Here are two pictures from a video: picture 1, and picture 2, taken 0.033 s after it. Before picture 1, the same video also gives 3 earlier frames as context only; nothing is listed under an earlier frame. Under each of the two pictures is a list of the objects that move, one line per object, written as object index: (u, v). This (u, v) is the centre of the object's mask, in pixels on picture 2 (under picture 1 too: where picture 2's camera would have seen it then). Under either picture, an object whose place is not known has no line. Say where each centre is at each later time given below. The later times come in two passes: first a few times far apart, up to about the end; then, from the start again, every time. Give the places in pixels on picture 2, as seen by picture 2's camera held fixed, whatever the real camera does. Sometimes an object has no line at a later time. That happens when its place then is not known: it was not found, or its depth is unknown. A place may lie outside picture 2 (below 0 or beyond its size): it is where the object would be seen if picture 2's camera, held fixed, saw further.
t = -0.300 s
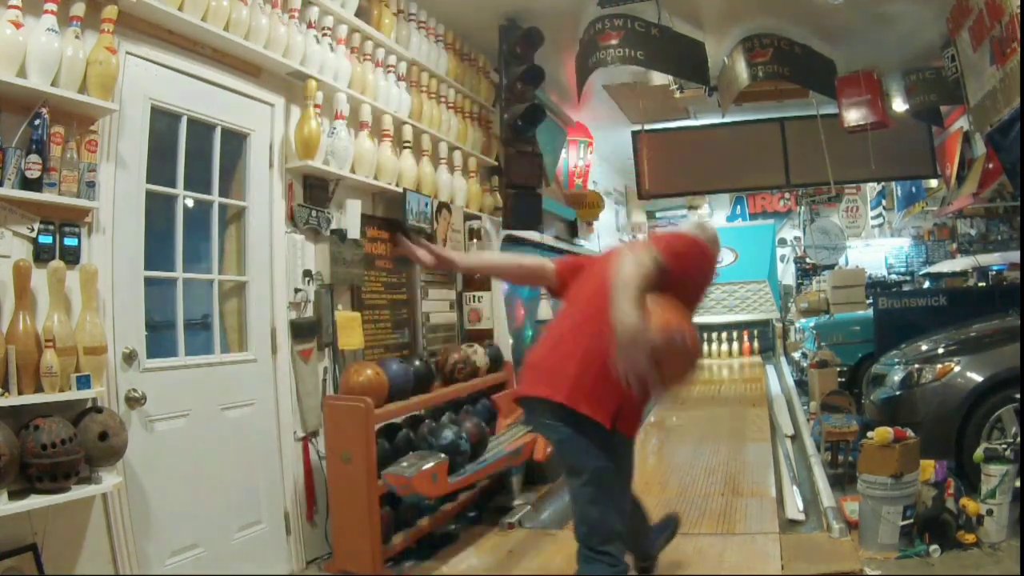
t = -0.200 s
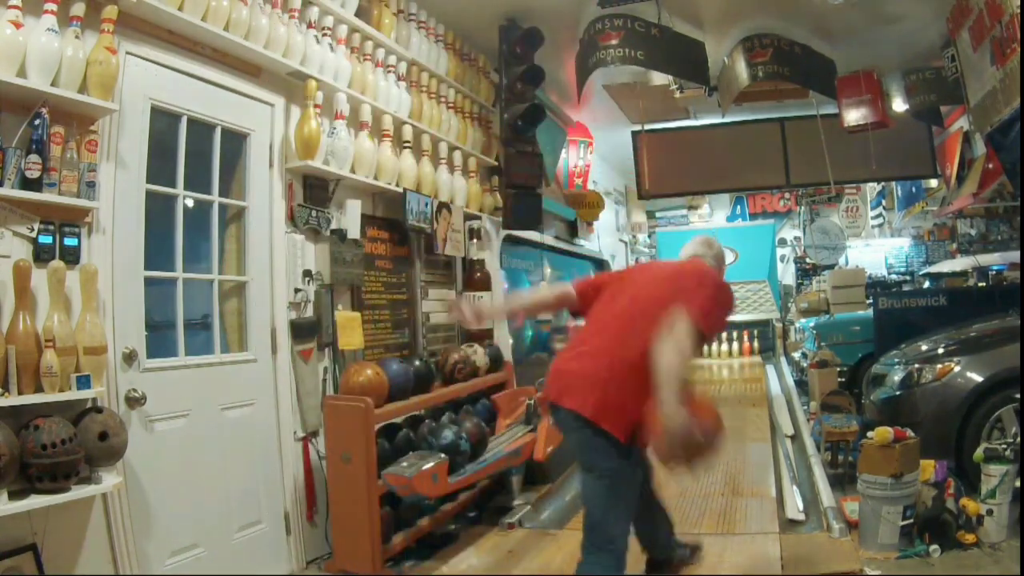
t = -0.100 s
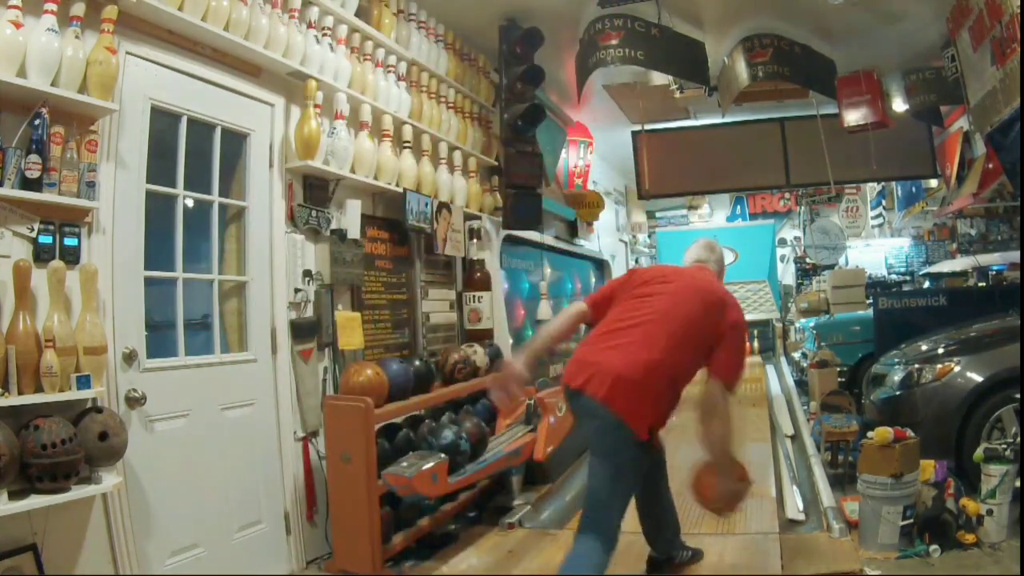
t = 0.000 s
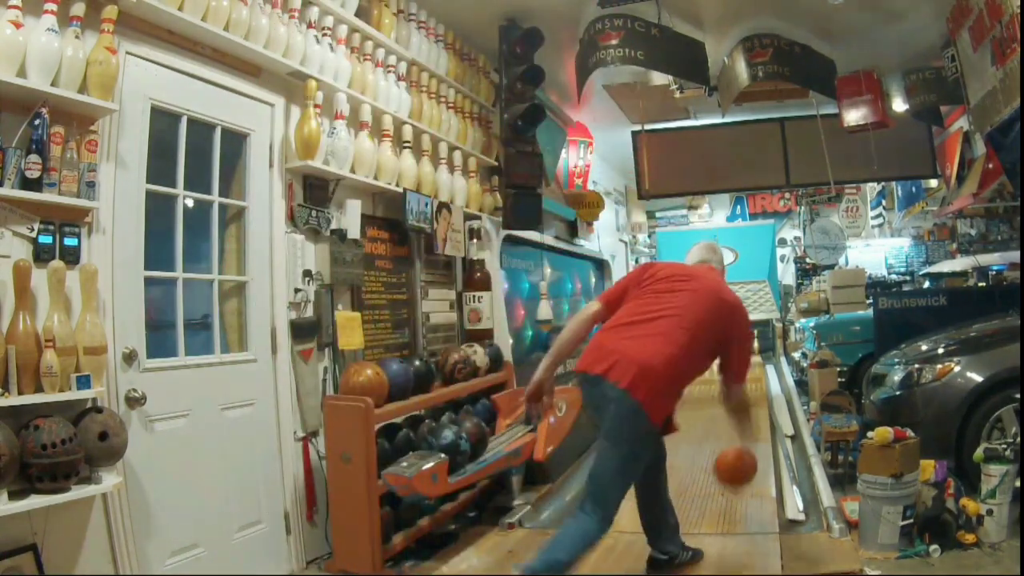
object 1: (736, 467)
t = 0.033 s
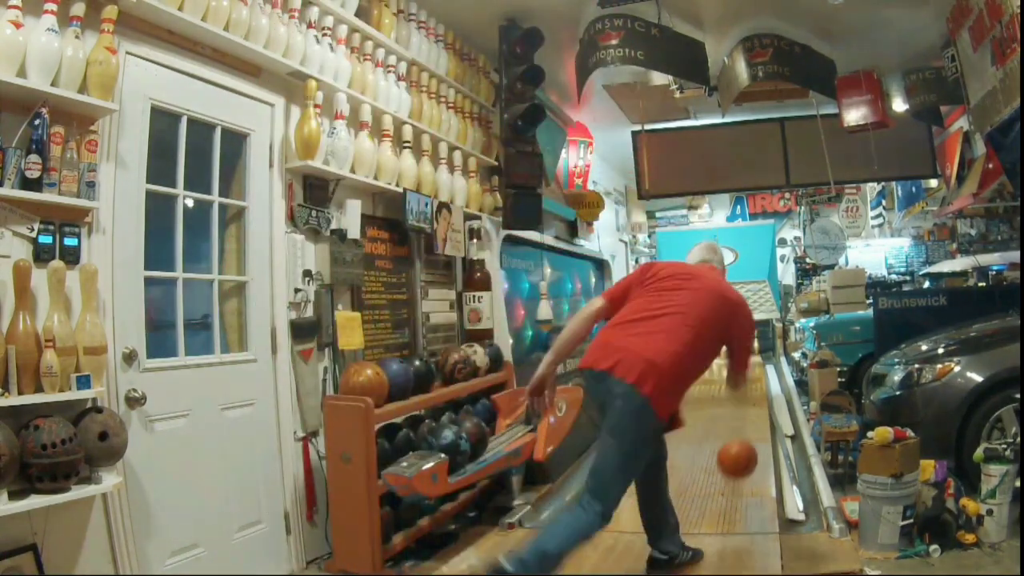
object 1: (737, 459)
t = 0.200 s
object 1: (742, 429)
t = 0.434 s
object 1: (742, 390)
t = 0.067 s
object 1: (739, 454)
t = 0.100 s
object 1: (740, 451)
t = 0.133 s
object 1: (742, 451)
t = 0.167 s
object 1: (742, 441)
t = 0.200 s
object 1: (742, 429)
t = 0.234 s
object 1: (742, 421)
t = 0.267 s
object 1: (742, 413)
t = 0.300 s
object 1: (742, 408)
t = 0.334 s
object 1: (742, 405)
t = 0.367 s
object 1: (742, 400)
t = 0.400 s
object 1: (742, 395)
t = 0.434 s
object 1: (742, 390)
